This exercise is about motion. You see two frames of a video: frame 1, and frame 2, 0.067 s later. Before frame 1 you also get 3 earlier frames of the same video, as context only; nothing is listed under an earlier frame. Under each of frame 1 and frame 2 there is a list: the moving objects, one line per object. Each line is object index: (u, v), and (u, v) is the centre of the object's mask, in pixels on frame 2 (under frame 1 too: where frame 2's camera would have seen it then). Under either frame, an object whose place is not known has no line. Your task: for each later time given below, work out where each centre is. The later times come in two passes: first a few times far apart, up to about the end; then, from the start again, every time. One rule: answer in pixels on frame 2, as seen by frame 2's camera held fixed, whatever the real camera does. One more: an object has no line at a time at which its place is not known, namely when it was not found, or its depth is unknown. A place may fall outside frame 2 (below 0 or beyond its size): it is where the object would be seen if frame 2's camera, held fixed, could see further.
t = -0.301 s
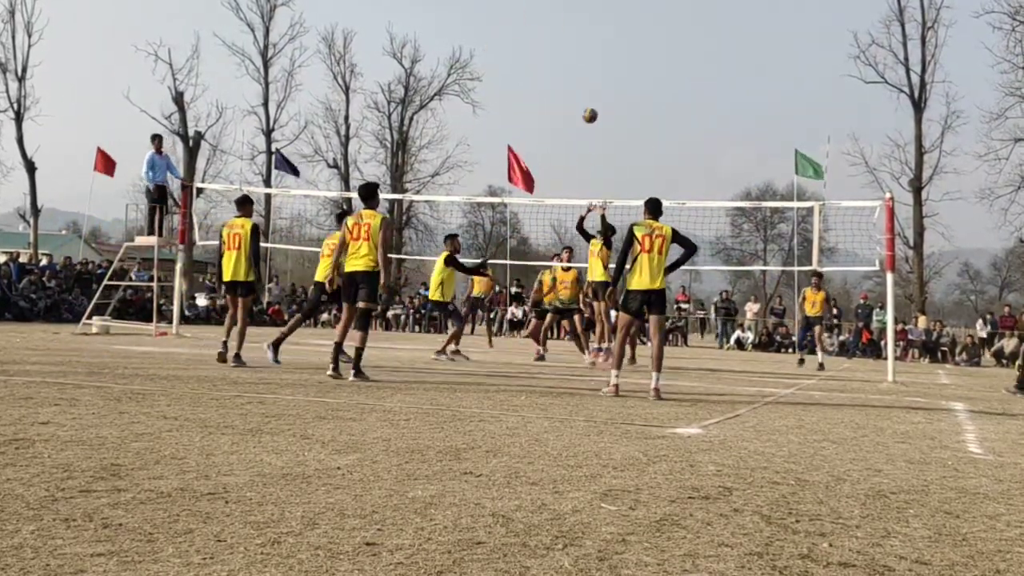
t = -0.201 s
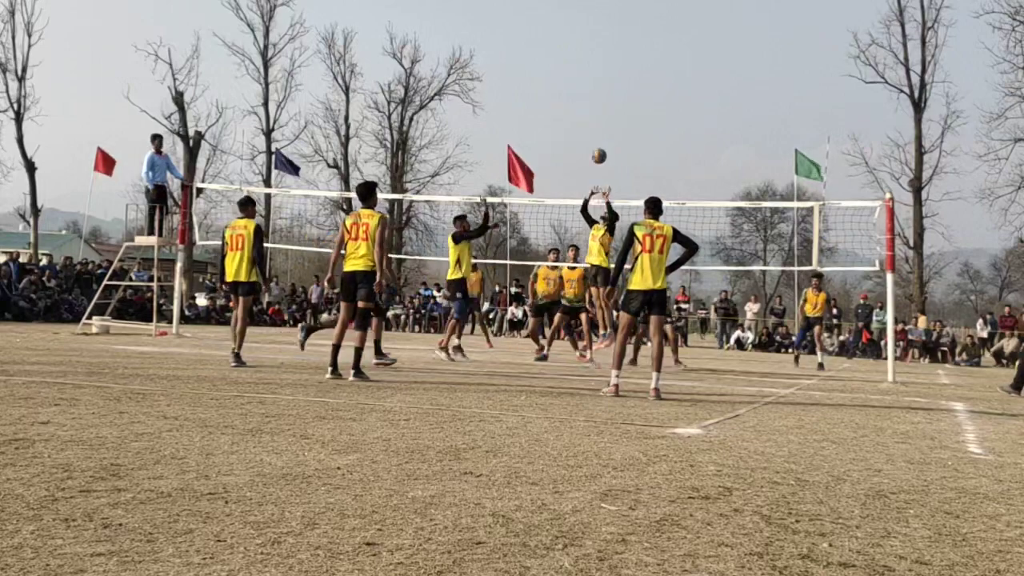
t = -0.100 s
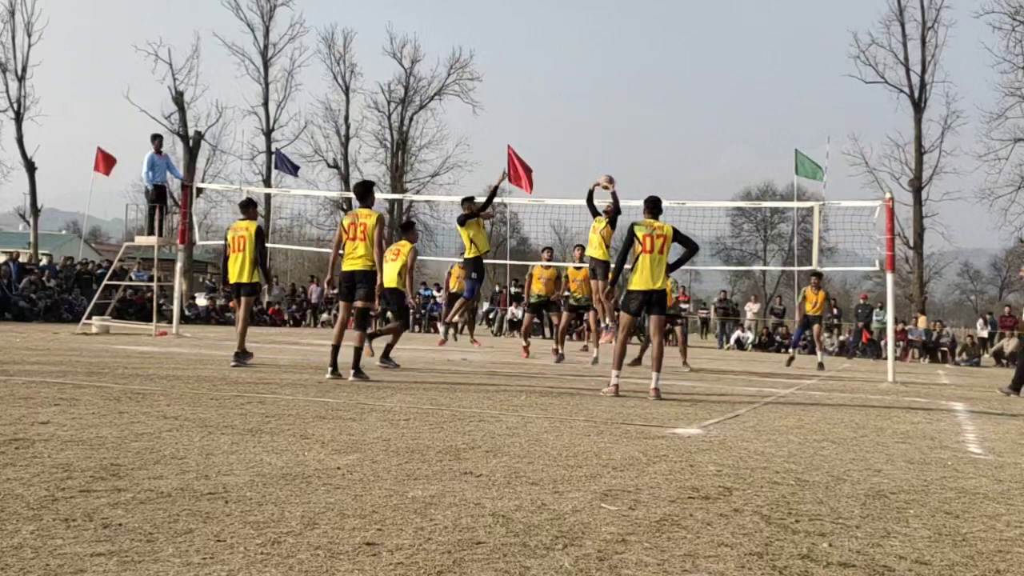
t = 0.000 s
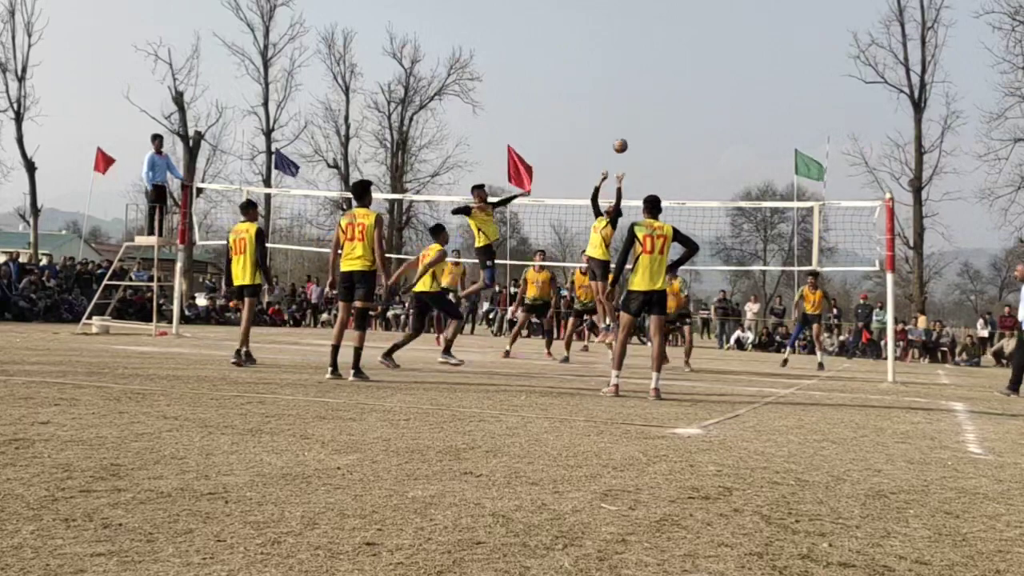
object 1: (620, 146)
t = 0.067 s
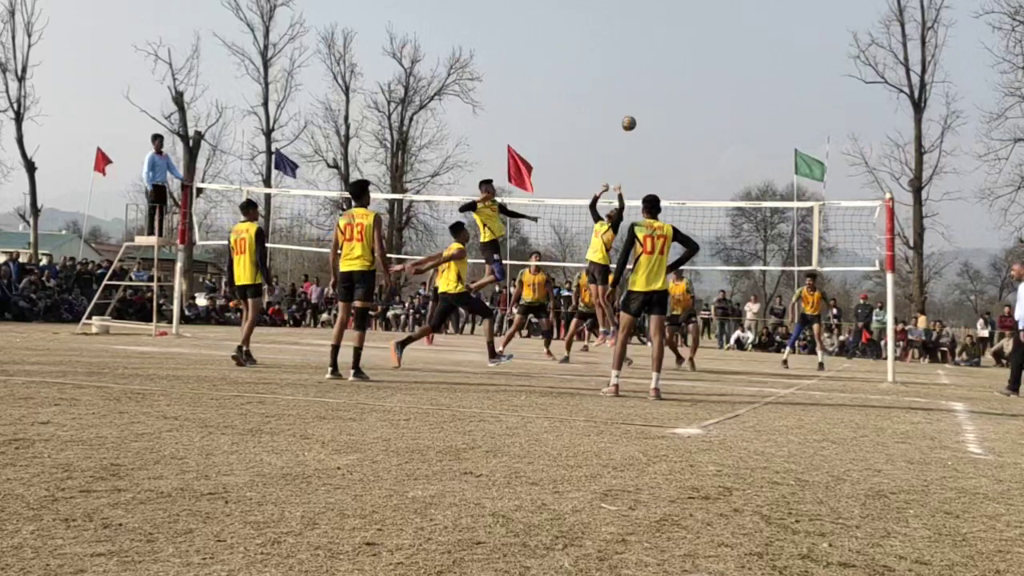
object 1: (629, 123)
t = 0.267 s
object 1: (653, 76)
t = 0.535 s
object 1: (683, 57)
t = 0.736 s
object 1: (705, 77)
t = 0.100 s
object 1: (633, 113)
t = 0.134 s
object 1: (637, 104)
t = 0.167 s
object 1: (641, 96)
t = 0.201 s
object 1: (645, 88)
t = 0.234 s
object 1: (649, 82)
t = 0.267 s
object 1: (653, 76)
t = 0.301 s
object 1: (657, 70)
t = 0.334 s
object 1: (661, 66)
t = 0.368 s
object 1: (665, 63)
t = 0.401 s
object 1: (668, 60)
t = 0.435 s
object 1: (672, 58)
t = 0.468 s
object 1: (676, 57)
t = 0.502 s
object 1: (680, 57)
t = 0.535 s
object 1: (683, 57)
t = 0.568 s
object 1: (687, 59)
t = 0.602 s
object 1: (691, 61)
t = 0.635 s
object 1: (695, 64)
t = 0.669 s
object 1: (698, 67)
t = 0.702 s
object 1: (701, 72)
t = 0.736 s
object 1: (705, 77)
